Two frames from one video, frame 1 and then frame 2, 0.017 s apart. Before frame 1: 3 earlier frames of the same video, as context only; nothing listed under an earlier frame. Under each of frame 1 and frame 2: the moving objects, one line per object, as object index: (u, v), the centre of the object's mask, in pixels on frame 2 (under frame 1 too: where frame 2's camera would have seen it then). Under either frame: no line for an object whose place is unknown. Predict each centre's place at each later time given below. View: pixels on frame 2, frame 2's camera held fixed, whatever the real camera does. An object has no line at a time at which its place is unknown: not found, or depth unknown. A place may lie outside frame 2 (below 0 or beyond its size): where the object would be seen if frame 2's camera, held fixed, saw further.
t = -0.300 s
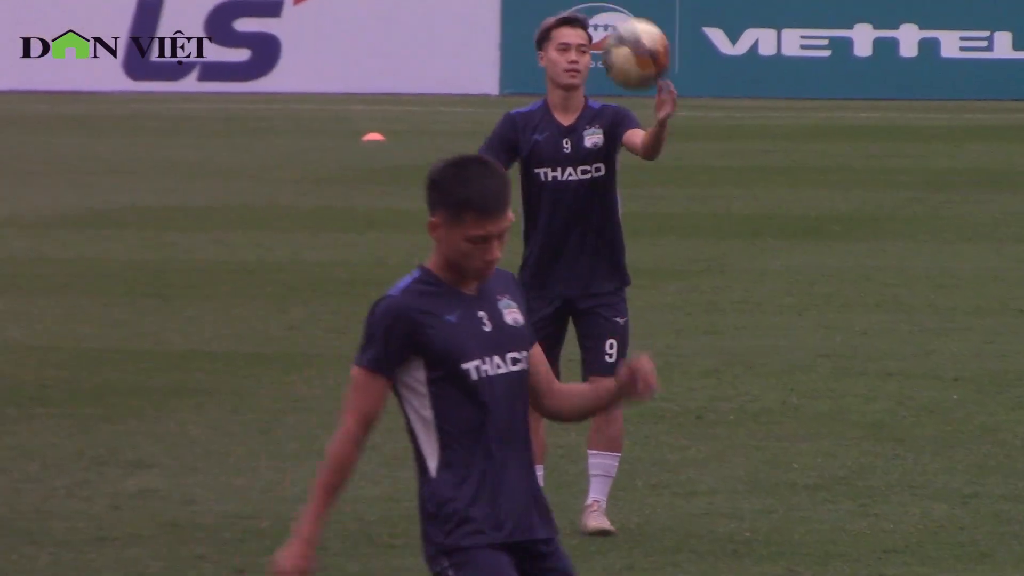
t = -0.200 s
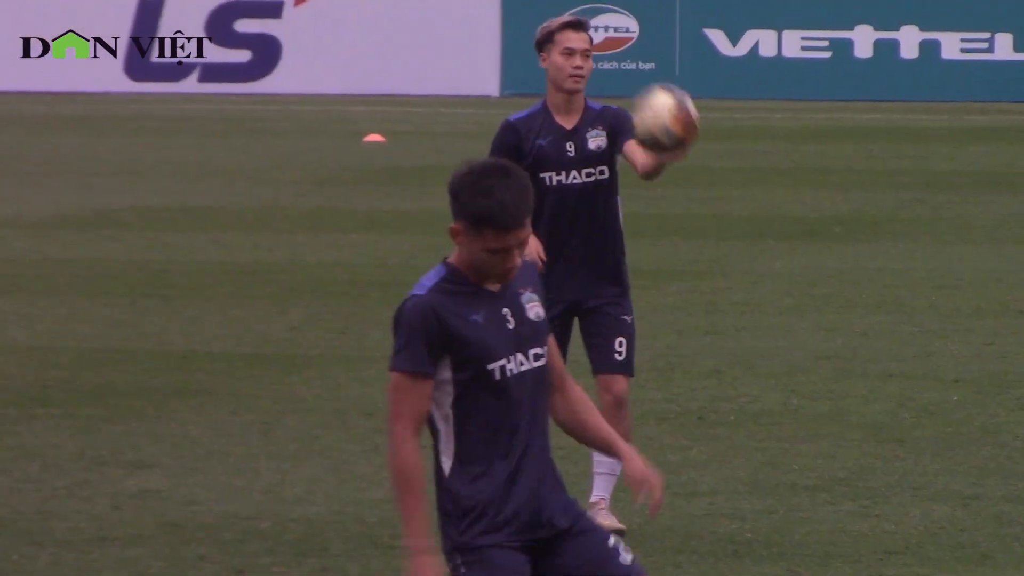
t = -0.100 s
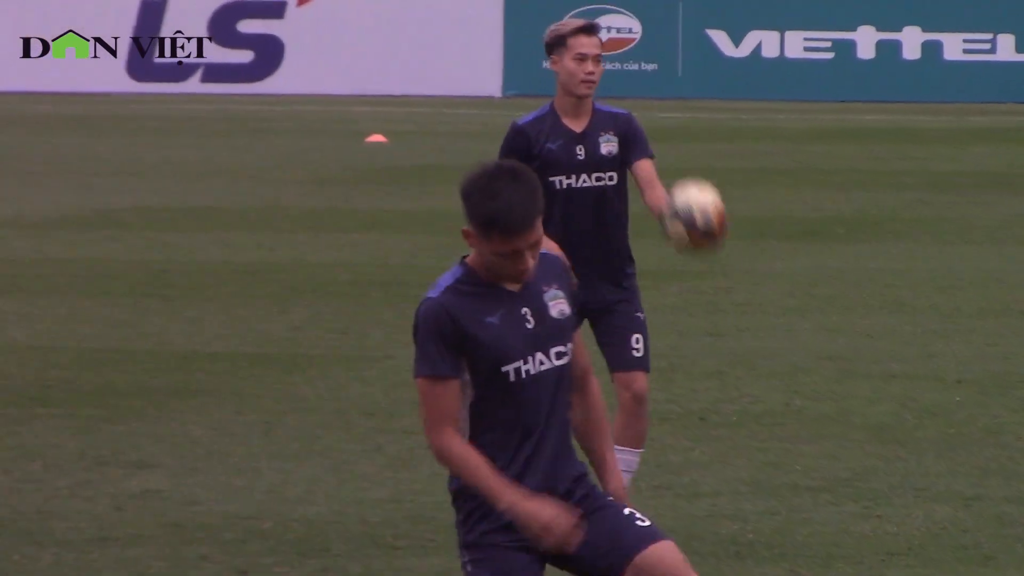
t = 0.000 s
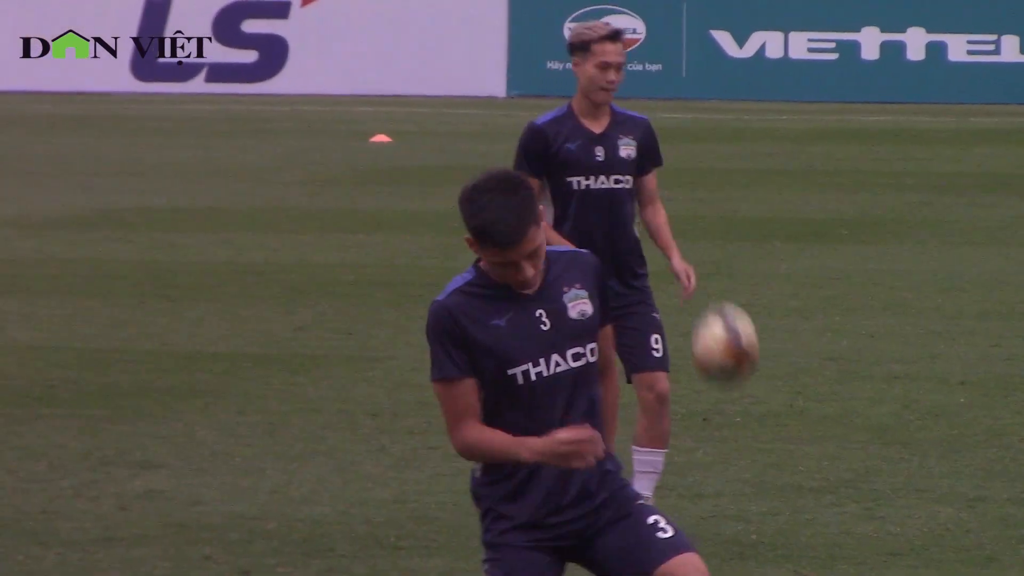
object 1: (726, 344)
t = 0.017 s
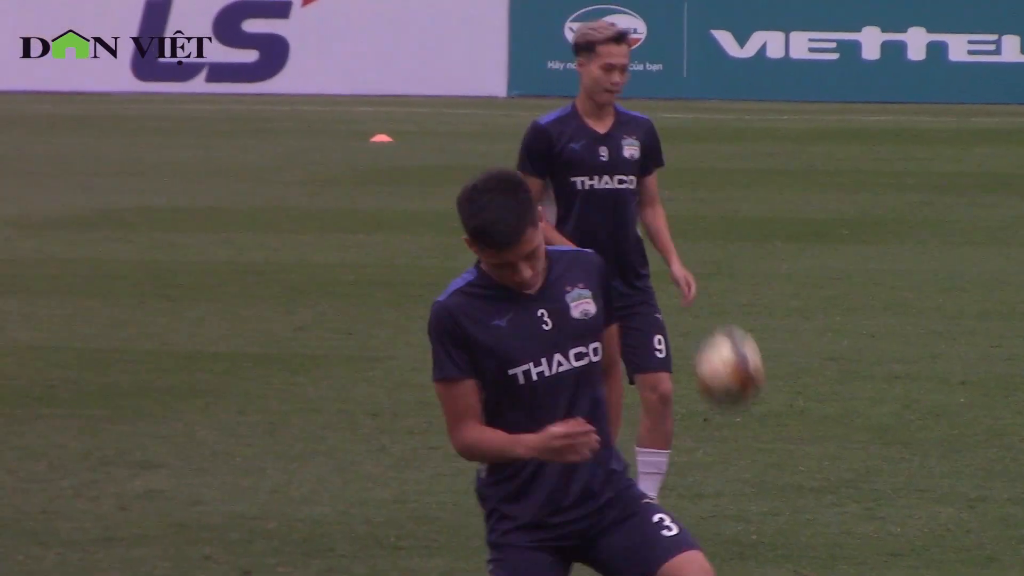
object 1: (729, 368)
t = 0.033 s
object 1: (733, 392)
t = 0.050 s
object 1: (737, 417)
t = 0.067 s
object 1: (740, 444)
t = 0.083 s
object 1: (745, 471)
